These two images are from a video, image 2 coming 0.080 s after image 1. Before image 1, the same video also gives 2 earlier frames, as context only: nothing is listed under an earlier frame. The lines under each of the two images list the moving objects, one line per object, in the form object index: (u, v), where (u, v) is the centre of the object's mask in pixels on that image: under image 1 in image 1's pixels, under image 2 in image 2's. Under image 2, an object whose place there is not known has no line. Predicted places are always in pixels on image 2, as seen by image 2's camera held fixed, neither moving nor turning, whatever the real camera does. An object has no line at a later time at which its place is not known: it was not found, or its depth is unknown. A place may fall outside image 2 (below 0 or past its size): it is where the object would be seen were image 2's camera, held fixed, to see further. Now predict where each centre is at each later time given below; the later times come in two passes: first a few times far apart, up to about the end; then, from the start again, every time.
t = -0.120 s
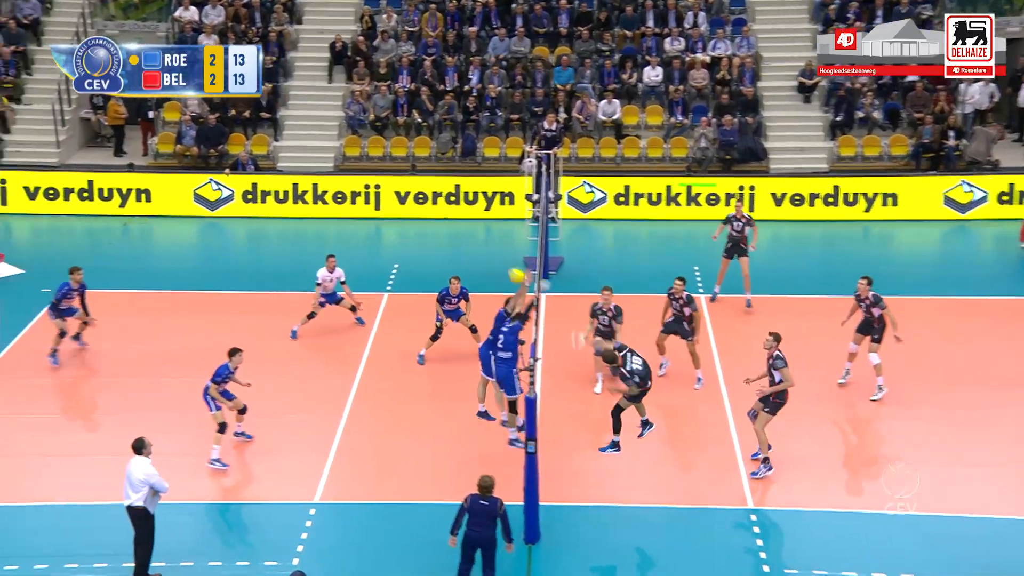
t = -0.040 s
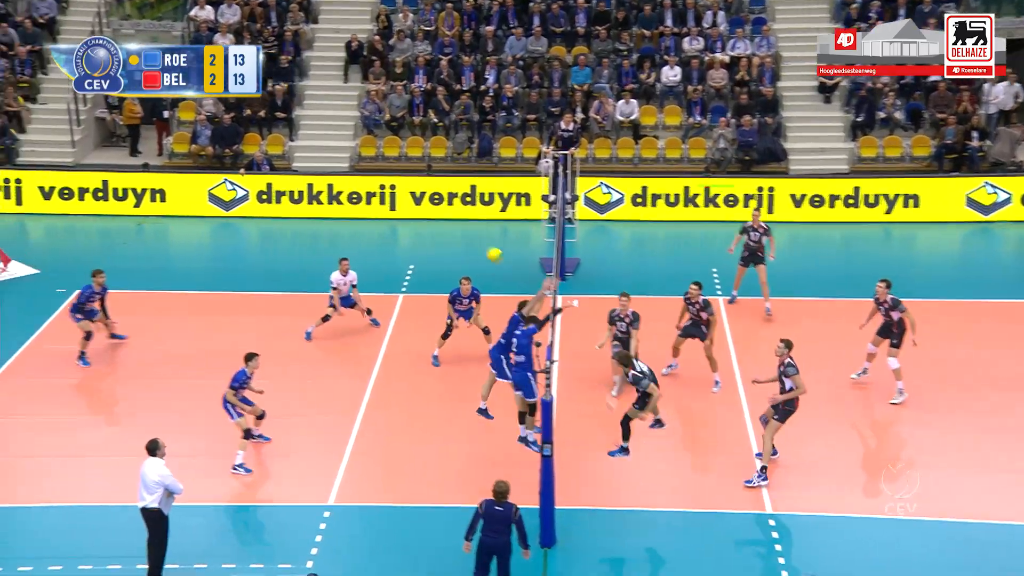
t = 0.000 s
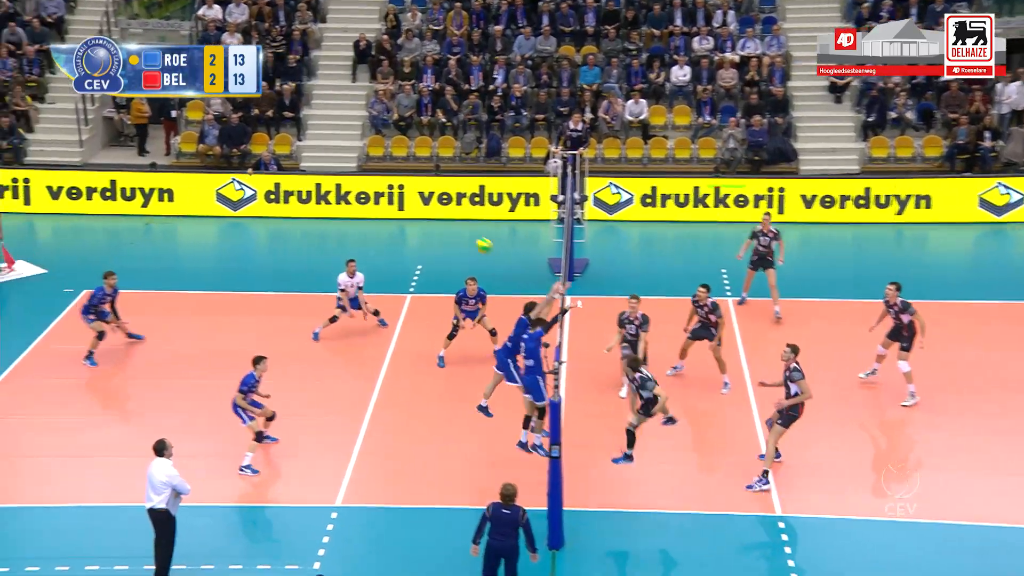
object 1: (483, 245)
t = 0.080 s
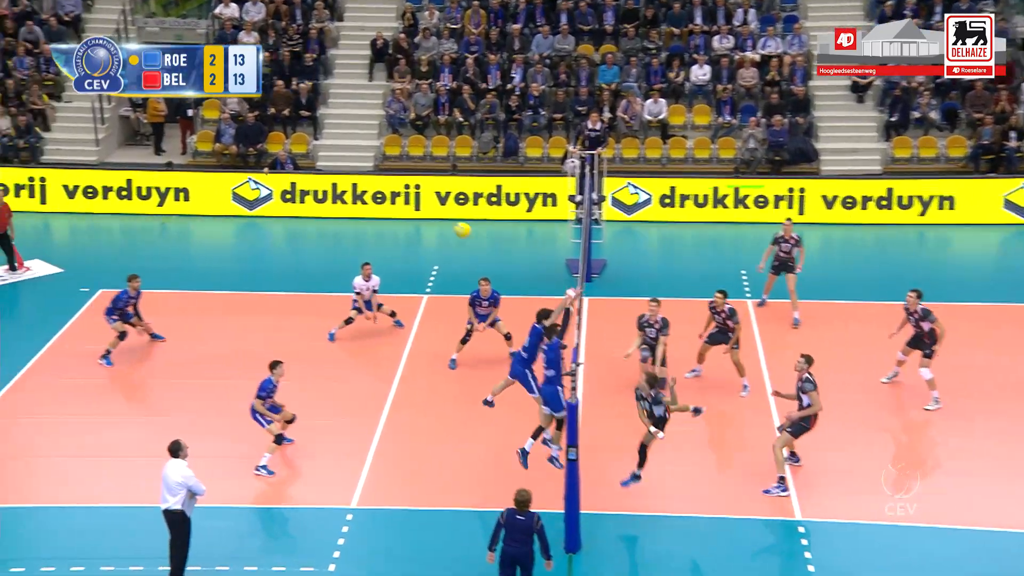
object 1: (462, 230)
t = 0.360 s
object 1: (328, 211)
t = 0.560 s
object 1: (234, 228)
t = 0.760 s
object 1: (142, 274)
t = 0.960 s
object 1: (54, 345)
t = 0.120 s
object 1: (443, 224)
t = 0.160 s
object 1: (423, 219)
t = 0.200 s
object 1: (404, 215)
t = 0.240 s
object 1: (385, 212)
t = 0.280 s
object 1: (365, 211)
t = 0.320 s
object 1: (346, 210)
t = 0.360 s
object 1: (328, 211)
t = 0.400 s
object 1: (308, 212)
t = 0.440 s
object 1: (290, 215)
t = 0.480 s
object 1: (271, 219)
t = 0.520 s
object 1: (253, 223)
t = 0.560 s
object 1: (234, 228)
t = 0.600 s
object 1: (215, 236)
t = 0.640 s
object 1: (197, 244)
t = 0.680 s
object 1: (179, 253)
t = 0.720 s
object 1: (160, 263)
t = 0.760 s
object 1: (142, 274)
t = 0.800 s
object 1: (123, 286)
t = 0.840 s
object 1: (106, 300)
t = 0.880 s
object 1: (88, 314)
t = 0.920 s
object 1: (71, 329)
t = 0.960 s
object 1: (54, 345)
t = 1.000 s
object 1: (37, 362)
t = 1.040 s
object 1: (20, 380)
